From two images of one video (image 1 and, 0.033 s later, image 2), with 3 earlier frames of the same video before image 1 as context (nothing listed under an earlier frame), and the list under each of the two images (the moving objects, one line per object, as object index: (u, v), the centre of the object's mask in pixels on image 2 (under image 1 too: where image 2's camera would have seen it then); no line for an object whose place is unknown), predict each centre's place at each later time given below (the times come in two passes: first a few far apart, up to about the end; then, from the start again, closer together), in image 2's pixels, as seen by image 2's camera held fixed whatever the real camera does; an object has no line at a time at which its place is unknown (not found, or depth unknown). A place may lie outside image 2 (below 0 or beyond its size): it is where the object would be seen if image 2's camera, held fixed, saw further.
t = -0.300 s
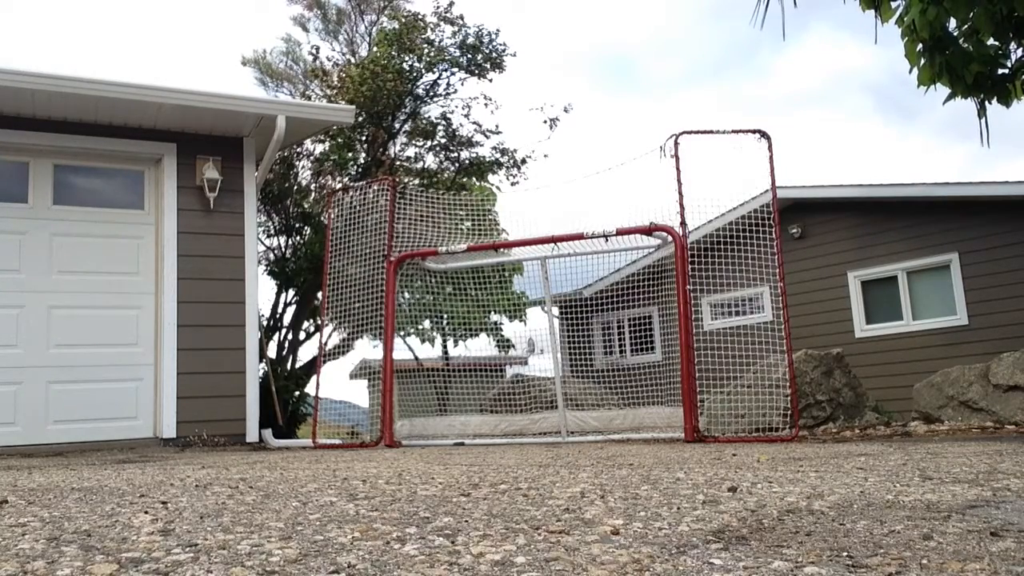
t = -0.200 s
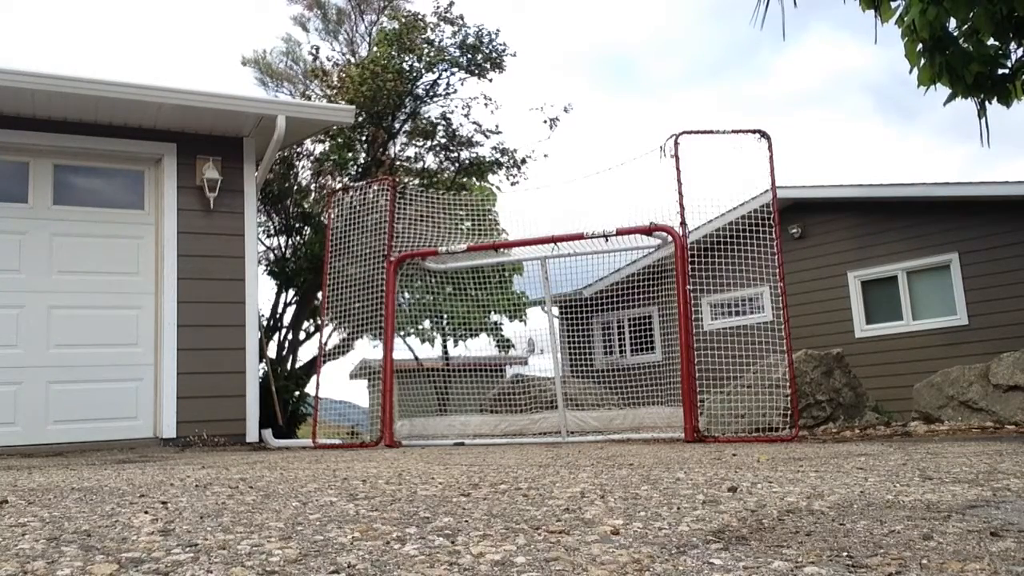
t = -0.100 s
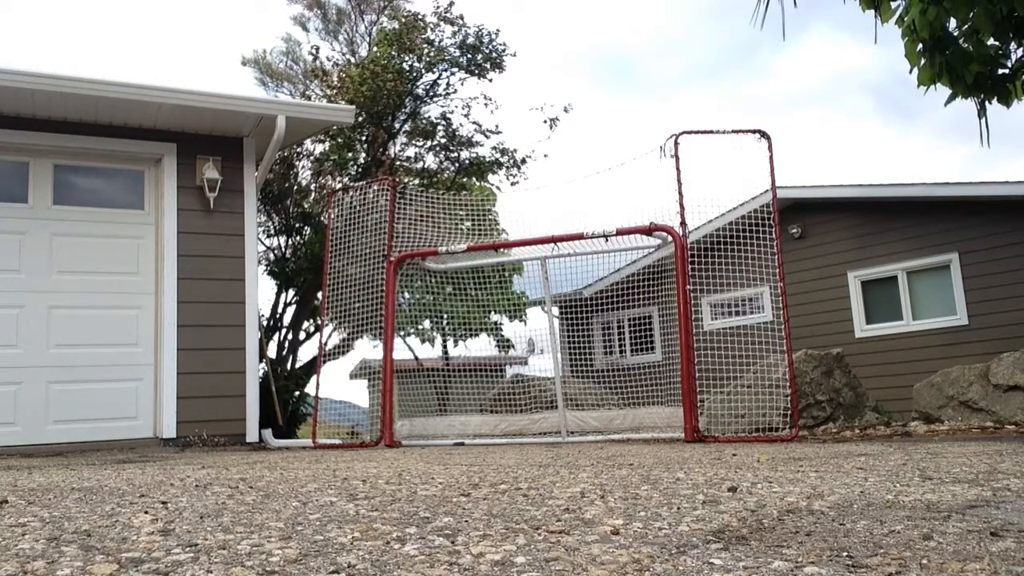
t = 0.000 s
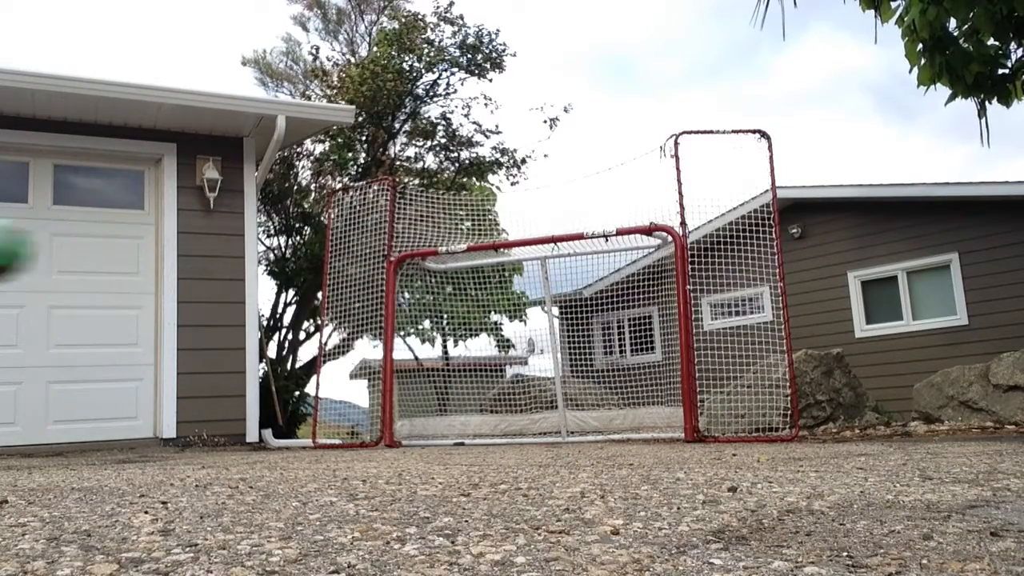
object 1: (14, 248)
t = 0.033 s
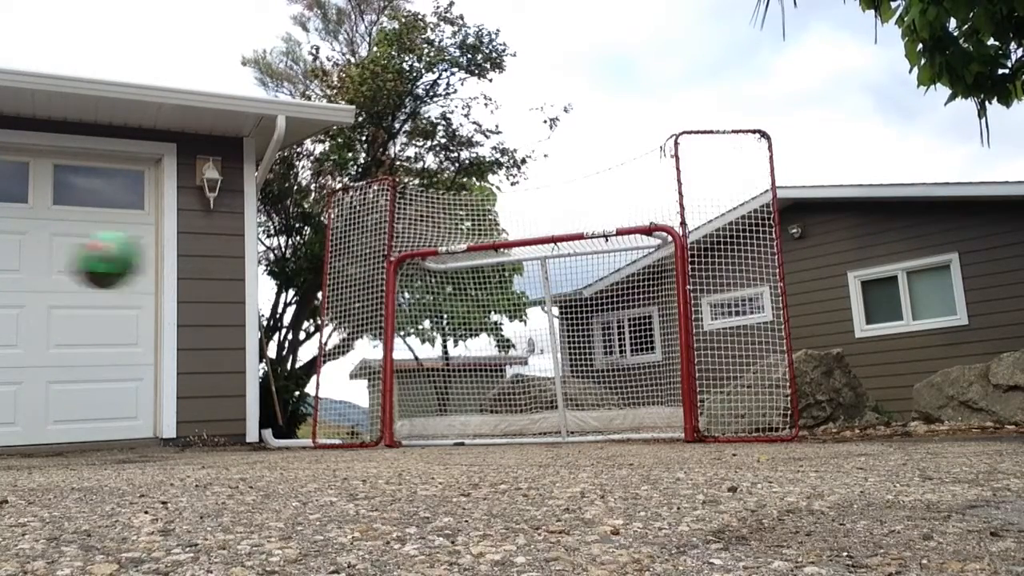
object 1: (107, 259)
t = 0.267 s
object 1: (509, 333)
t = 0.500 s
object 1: (512, 410)
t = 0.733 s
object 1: (444, 380)
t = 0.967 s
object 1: (412, 376)
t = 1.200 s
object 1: (419, 419)
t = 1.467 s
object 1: (415, 389)
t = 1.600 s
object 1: (412, 419)
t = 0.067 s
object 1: (202, 267)
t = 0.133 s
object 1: (337, 288)
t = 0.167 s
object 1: (391, 299)
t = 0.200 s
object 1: (437, 310)
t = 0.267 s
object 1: (509, 333)
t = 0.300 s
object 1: (537, 344)
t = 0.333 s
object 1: (547, 351)
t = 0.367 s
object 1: (544, 366)
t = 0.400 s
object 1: (539, 379)
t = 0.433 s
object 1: (529, 387)
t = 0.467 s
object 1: (522, 398)
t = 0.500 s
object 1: (512, 410)
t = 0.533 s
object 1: (504, 424)
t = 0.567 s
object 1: (494, 423)
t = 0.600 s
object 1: (484, 411)
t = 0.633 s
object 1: (473, 401)
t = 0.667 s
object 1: (465, 392)
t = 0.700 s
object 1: (454, 385)
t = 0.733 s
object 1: (444, 380)
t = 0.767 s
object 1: (437, 378)
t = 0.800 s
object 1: (426, 374)
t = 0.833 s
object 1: (415, 375)
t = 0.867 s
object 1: (408, 374)
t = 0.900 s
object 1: (409, 374)
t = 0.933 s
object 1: (410, 374)
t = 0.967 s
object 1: (412, 376)
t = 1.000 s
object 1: (413, 381)
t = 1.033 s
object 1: (414, 386)
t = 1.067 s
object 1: (417, 393)
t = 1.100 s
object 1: (418, 404)
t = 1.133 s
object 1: (419, 415)
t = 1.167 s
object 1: (422, 427)
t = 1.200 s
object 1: (419, 419)
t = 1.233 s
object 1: (420, 410)
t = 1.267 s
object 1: (419, 402)
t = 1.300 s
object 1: (417, 396)
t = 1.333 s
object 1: (417, 390)
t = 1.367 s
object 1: (417, 387)
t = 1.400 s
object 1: (416, 387)
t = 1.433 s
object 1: (415, 387)
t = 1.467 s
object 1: (415, 389)
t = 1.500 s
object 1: (415, 393)
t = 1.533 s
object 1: (414, 399)
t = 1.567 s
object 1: (413, 409)
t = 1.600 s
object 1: (412, 419)
